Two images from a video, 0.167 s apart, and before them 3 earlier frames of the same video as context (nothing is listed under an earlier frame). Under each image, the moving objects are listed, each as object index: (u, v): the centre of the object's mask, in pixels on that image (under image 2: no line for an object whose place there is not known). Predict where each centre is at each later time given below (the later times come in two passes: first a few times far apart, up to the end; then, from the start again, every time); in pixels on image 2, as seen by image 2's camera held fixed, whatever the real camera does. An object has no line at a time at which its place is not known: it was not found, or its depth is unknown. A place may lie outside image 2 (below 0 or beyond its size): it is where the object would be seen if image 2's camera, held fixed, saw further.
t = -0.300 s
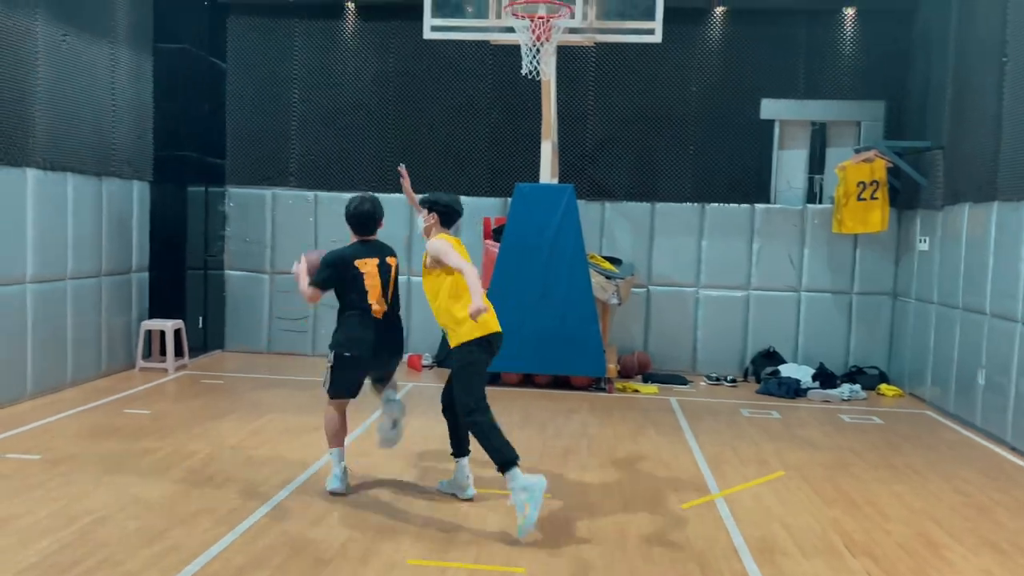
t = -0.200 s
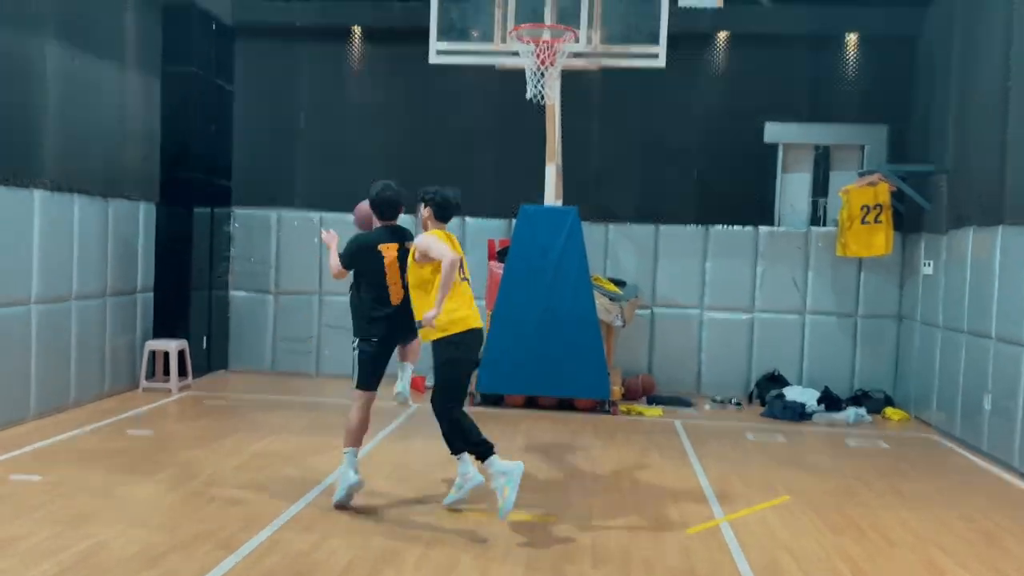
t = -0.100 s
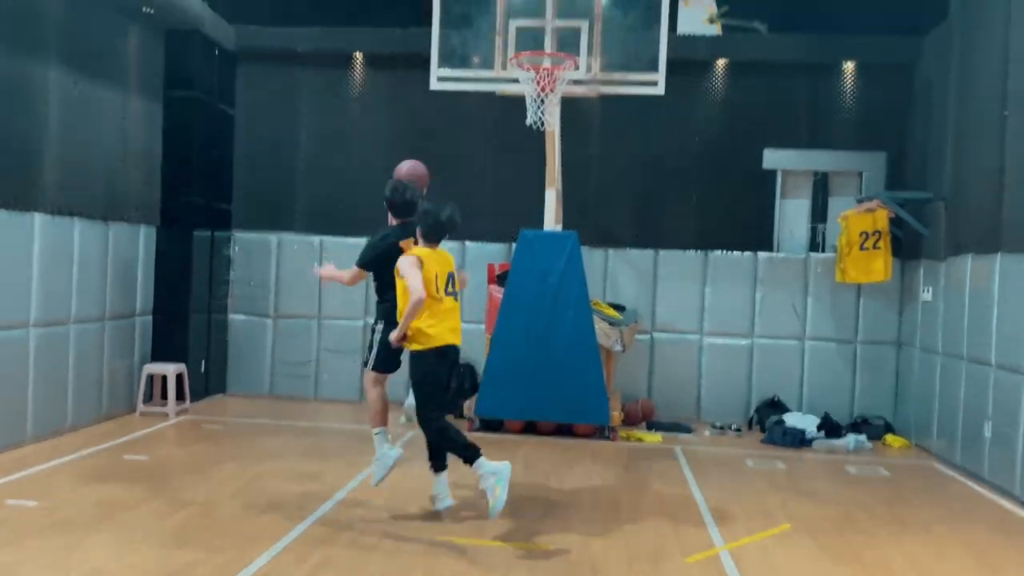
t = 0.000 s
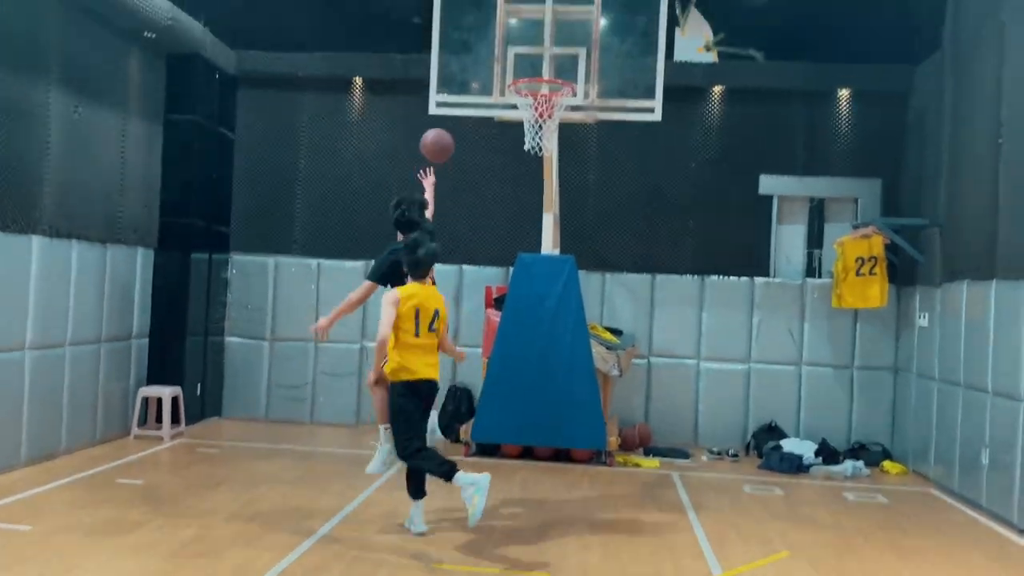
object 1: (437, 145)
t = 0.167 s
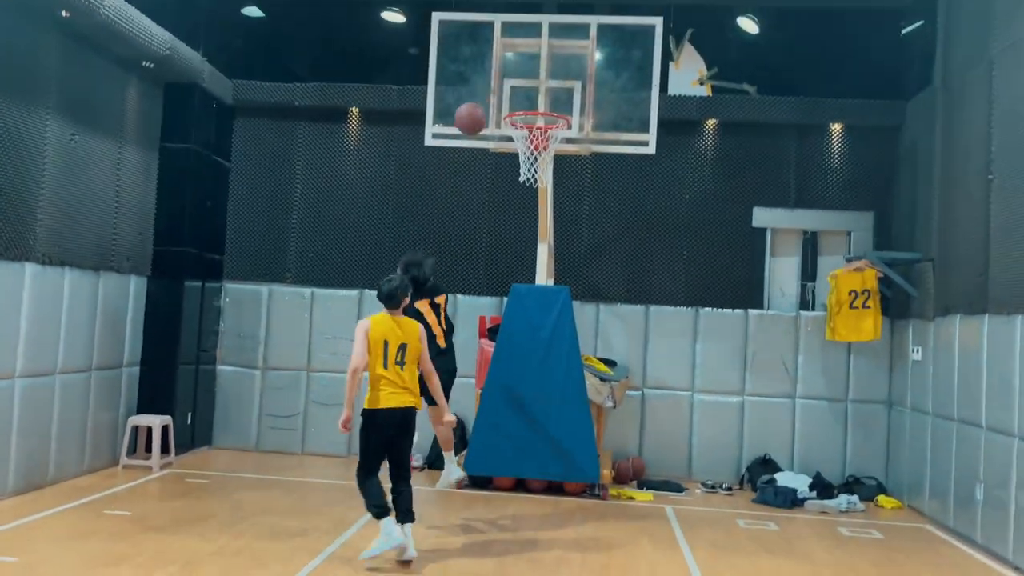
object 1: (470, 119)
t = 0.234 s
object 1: (483, 107)
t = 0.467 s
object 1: (506, 94)
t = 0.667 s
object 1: (525, 96)
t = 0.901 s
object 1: (549, 97)
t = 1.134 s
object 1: (576, 105)
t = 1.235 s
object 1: (586, 126)
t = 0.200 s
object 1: (477, 112)
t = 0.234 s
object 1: (483, 107)
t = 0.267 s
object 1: (489, 104)
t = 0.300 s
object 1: (493, 100)
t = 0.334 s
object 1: (495, 96)
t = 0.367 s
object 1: (498, 94)
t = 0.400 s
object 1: (501, 93)
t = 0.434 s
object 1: (504, 93)
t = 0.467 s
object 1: (506, 94)
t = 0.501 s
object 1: (508, 97)
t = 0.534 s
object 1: (510, 97)
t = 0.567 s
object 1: (514, 96)
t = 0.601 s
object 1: (518, 95)
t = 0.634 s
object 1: (521, 95)
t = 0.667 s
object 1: (525, 96)
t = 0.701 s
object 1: (528, 97)
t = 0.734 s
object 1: (531, 97)
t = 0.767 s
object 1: (535, 97)
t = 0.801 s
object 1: (539, 97)
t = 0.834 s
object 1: (543, 97)
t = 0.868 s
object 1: (546, 97)
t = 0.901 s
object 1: (549, 97)
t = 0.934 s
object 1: (553, 98)
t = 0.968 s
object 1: (556, 98)
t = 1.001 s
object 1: (560, 98)
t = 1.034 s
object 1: (563, 100)
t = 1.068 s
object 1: (568, 101)
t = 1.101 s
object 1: (571, 103)
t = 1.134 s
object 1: (576, 105)
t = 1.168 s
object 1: (579, 111)
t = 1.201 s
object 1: (583, 117)
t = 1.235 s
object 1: (586, 126)
